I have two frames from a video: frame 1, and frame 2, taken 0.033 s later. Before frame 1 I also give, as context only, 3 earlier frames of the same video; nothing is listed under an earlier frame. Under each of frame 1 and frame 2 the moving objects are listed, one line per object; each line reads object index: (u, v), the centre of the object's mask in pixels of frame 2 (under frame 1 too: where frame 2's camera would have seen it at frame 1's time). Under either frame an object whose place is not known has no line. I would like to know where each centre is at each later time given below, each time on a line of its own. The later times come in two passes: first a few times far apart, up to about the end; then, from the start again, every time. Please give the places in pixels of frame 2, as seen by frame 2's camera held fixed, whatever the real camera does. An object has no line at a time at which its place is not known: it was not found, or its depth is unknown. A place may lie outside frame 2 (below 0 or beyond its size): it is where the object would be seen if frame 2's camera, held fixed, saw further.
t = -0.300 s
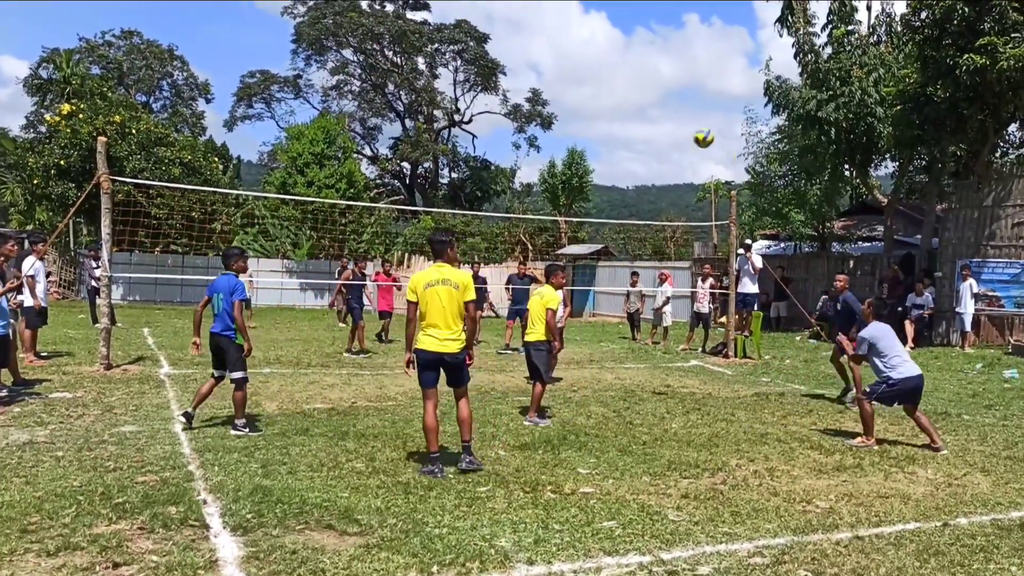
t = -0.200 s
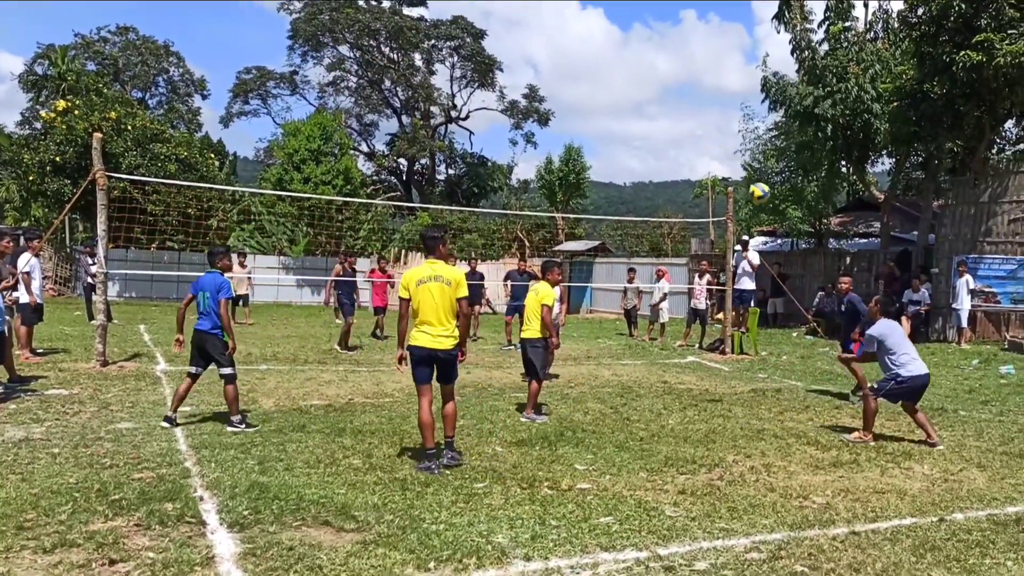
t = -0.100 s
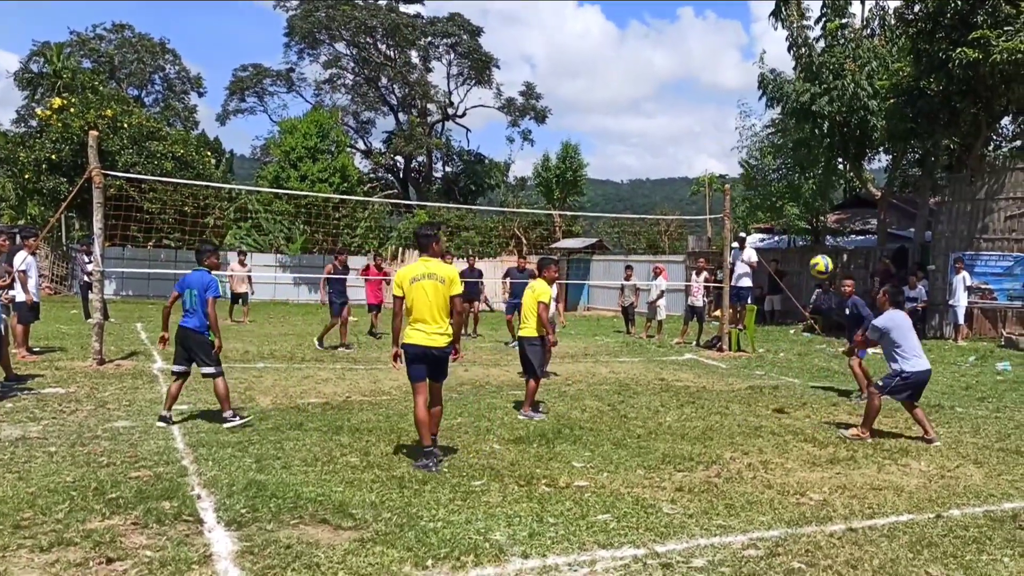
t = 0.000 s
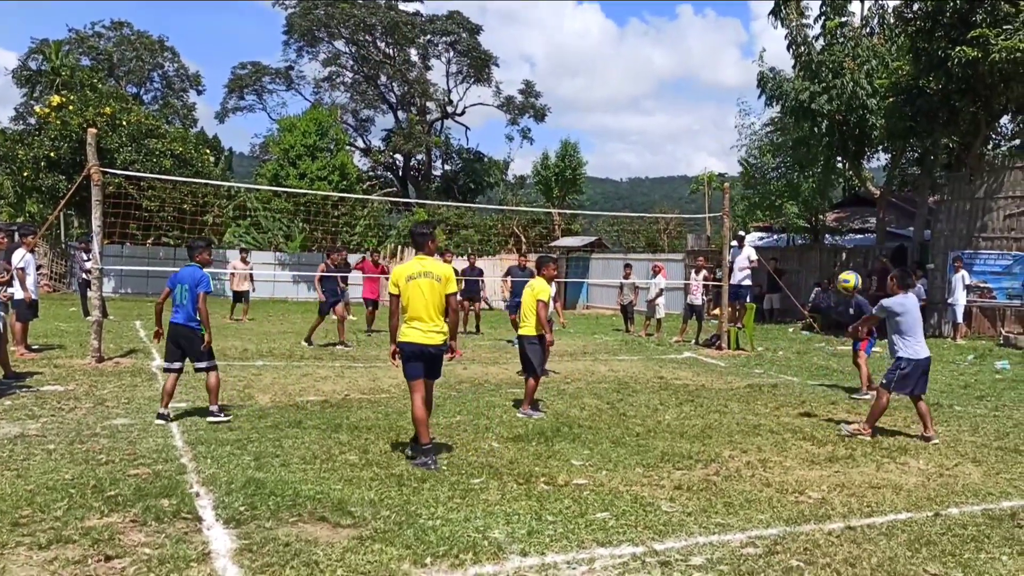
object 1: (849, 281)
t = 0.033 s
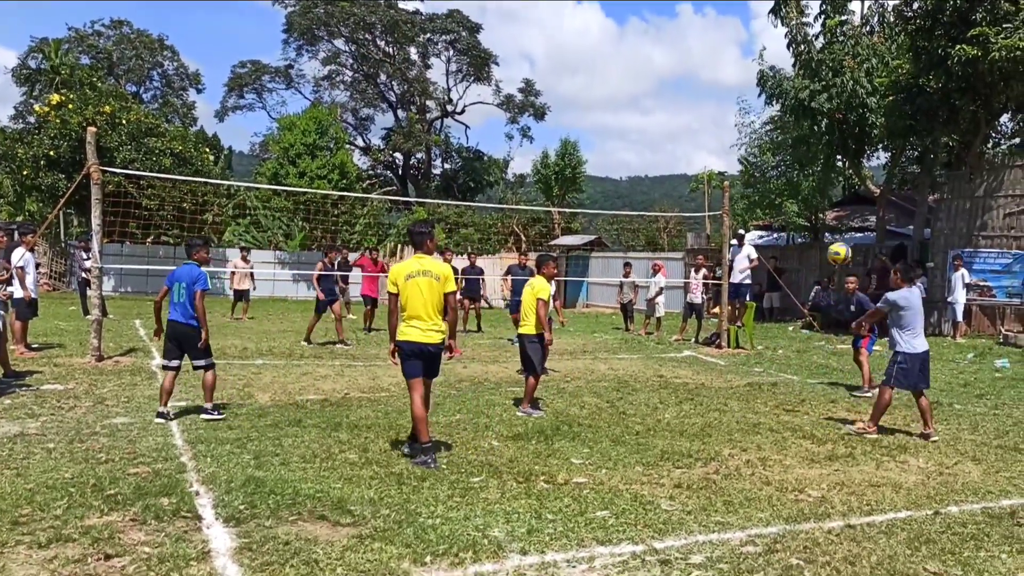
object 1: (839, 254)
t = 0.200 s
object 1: (793, 141)
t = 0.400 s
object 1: (740, 54)
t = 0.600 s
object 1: (693, 12)
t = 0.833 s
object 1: (644, 12)
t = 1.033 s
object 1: (607, 48)
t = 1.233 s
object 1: (572, 116)
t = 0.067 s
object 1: (829, 228)
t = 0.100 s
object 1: (820, 205)
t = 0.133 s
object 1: (811, 181)
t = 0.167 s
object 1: (802, 160)
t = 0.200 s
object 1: (793, 141)
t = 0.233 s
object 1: (783, 123)
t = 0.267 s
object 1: (775, 107)
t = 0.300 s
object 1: (766, 92)
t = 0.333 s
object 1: (758, 78)
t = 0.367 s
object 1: (749, 65)
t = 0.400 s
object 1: (740, 54)
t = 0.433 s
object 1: (732, 44)
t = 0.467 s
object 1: (724, 35)
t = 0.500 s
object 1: (716, 28)
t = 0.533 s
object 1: (708, 21)
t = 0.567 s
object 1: (701, 16)
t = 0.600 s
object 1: (693, 12)
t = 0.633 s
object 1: (686, 10)
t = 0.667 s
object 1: (678, 9)
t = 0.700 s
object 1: (672, 8)
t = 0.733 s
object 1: (665, 9)
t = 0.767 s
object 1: (658, 10)
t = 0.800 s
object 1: (651, 11)
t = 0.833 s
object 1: (644, 12)
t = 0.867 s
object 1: (638, 15)
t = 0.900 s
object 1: (632, 19)
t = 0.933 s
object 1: (625, 25)
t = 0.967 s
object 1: (619, 32)
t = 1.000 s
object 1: (613, 40)
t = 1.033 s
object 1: (607, 48)
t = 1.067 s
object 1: (600, 58)
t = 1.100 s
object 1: (595, 68)
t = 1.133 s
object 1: (589, 79)
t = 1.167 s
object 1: (583, 90)
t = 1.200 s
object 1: (578, 103)
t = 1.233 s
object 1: (572, 116)
